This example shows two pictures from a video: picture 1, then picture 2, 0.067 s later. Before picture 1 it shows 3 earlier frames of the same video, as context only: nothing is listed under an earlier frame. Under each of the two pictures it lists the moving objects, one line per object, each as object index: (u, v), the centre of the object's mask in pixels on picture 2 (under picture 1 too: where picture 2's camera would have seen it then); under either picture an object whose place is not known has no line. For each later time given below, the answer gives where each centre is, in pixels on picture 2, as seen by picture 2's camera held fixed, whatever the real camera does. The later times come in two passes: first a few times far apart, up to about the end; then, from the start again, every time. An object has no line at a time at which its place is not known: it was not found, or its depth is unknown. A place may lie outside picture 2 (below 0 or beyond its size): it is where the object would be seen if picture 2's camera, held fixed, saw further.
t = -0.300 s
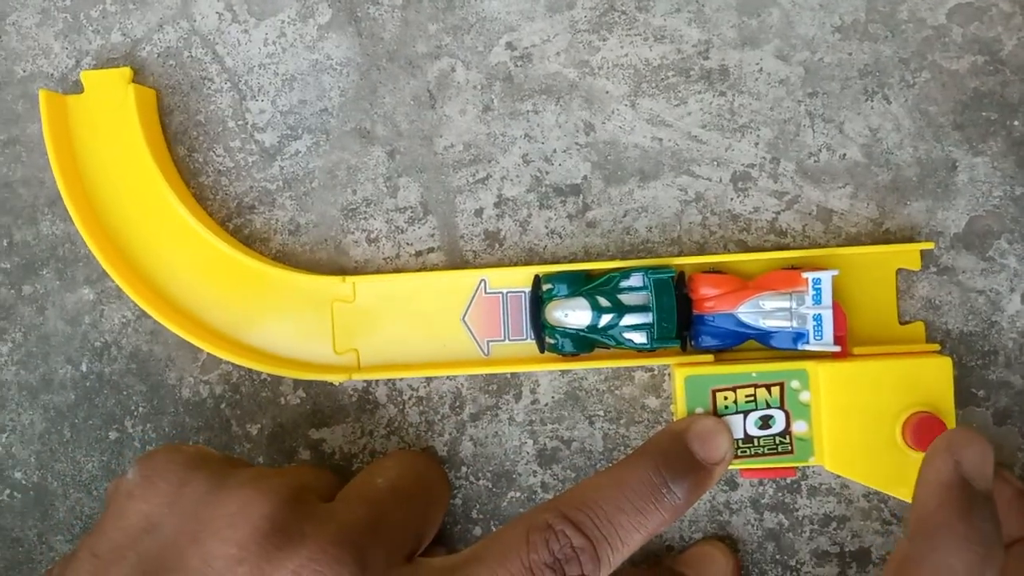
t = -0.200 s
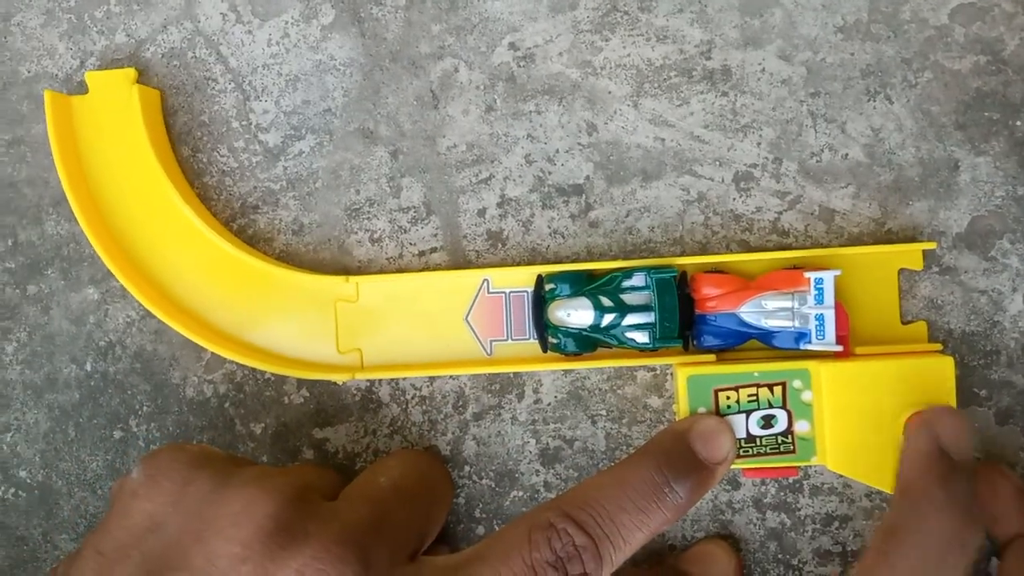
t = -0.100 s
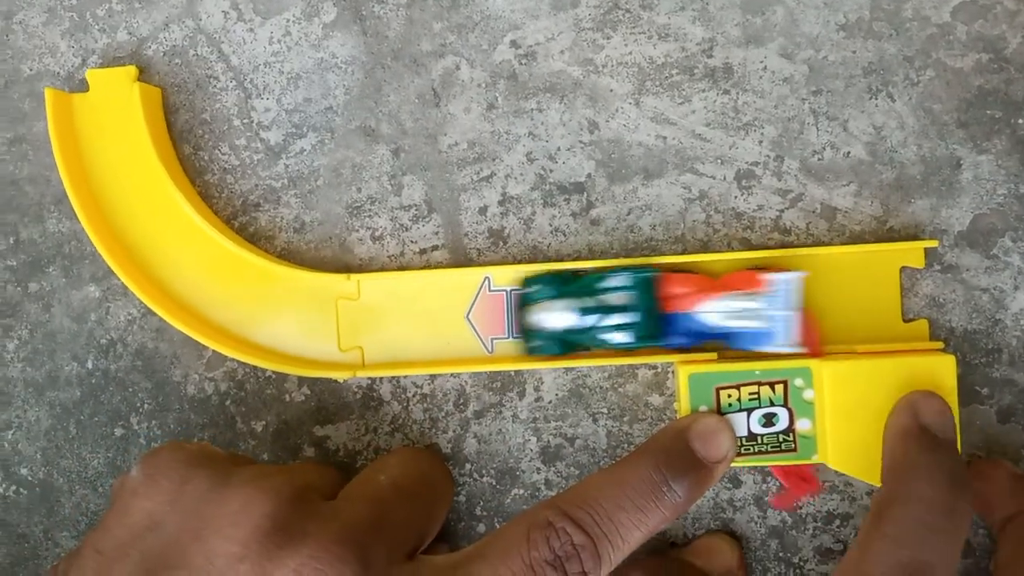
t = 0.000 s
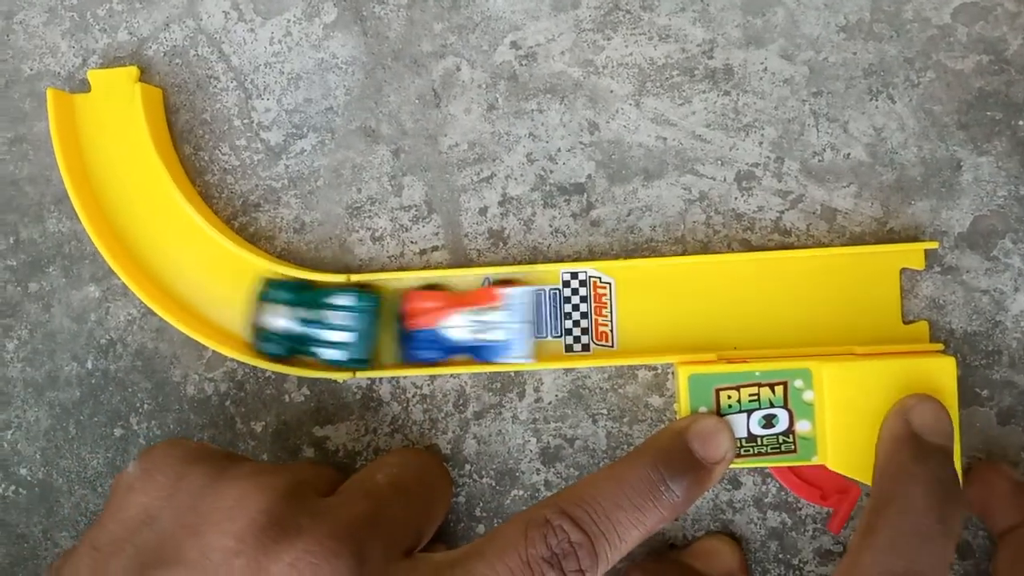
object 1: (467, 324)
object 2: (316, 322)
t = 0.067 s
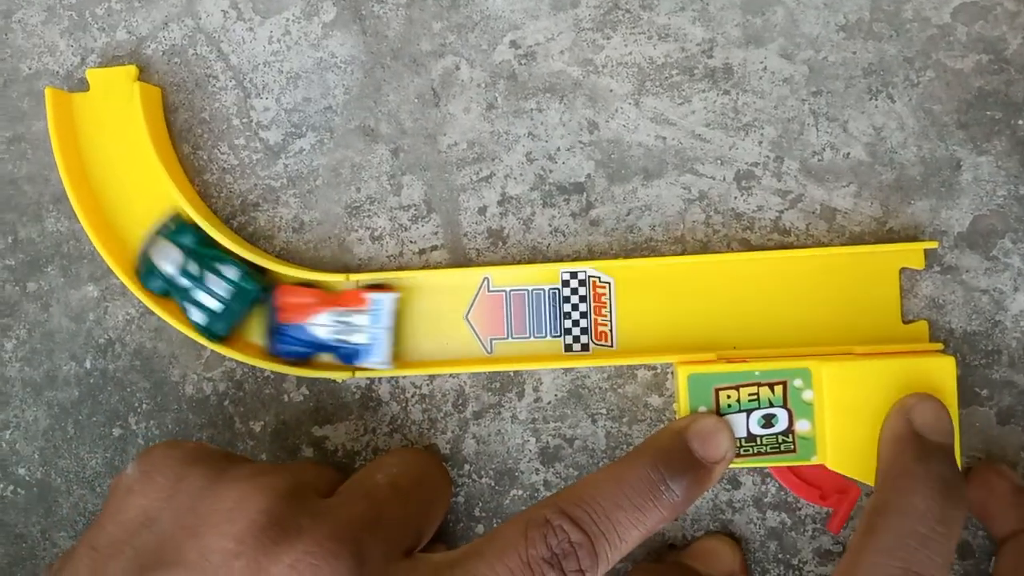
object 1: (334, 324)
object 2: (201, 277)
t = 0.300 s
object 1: (210, 282)
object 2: (114, 166)
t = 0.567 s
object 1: (211, 283)
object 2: (114, 166)
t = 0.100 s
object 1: (285, 317)
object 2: (164, 247)
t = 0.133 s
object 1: (250, 305)
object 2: (142, 218)
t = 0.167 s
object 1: (226, 293)
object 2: (127, 194)
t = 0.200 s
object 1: (212, 284)
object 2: (118, 176)
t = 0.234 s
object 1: (208, 281)
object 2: (115, 166)
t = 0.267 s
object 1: (209, 282)
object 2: (114, 166)
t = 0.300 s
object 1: (210, 282)
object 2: (114, 166)
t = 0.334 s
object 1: (210, 283)
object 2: (114, 166)
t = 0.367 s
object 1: (210, 283)
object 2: (115, 166)
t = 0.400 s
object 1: (210, 283)
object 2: (115, 166)
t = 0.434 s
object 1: (211, 282)
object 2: (115, 166)
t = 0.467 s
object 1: (211, 283)
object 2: (115, 166)
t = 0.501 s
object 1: (210, 283)
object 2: (114, 166)
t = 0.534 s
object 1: (211, 283)
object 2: (114, 166)
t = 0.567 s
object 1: (211, 283)
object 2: (114, 166)
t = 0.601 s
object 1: (211, 283)
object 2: (115, 166)
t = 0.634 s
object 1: (211, 282)
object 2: (115, 166)
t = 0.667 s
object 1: (213, 282)
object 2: (118, 167)
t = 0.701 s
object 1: (213, 282)
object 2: (119, 167)
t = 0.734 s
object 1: (213, 282)
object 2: (118, 167)
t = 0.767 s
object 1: (213, 282)
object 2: (119, 167)
